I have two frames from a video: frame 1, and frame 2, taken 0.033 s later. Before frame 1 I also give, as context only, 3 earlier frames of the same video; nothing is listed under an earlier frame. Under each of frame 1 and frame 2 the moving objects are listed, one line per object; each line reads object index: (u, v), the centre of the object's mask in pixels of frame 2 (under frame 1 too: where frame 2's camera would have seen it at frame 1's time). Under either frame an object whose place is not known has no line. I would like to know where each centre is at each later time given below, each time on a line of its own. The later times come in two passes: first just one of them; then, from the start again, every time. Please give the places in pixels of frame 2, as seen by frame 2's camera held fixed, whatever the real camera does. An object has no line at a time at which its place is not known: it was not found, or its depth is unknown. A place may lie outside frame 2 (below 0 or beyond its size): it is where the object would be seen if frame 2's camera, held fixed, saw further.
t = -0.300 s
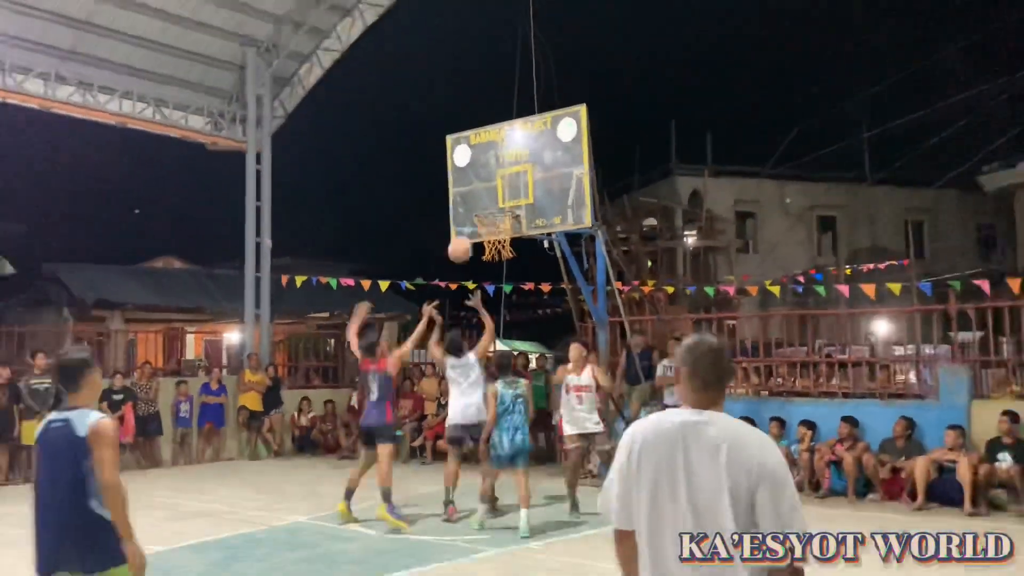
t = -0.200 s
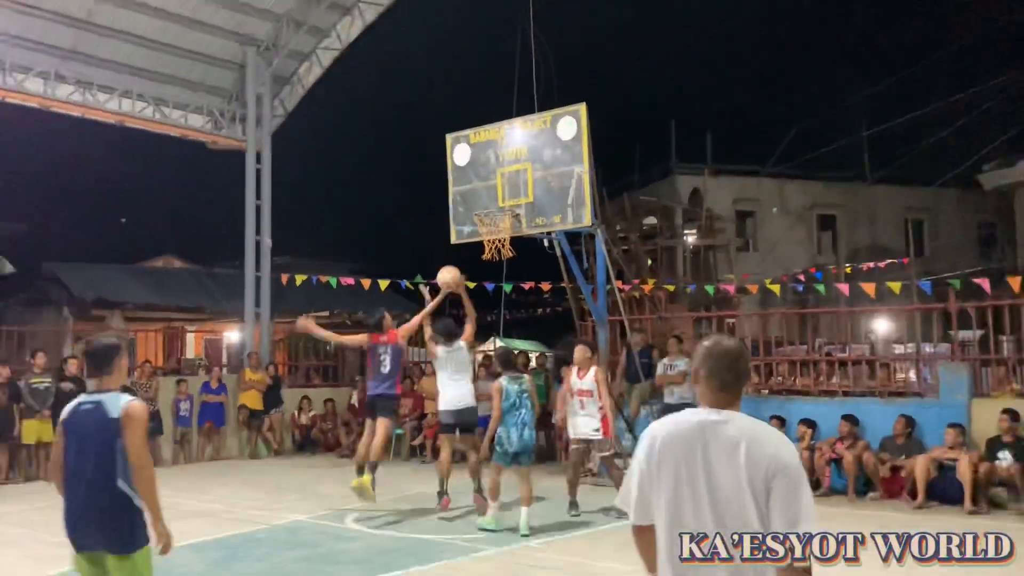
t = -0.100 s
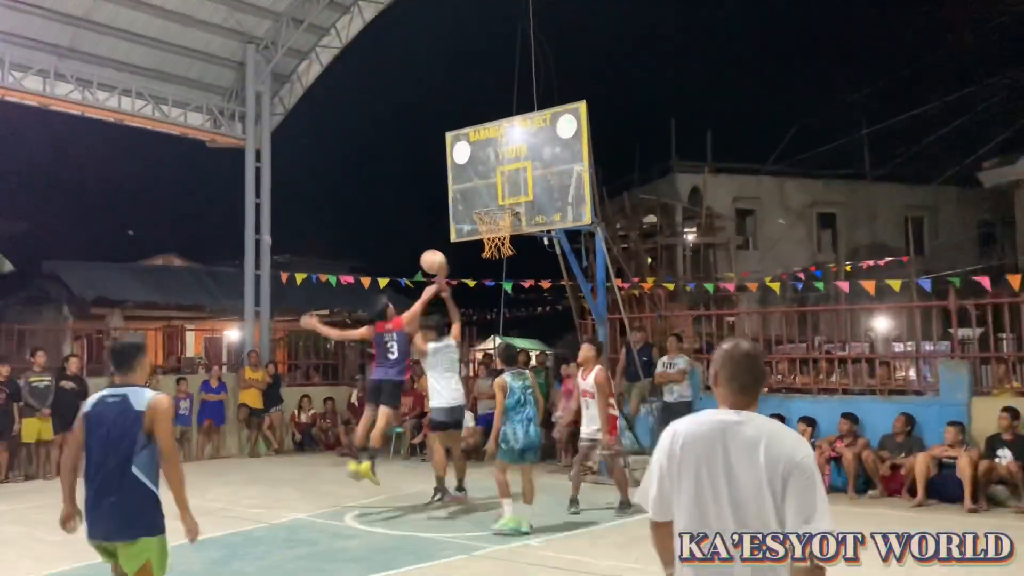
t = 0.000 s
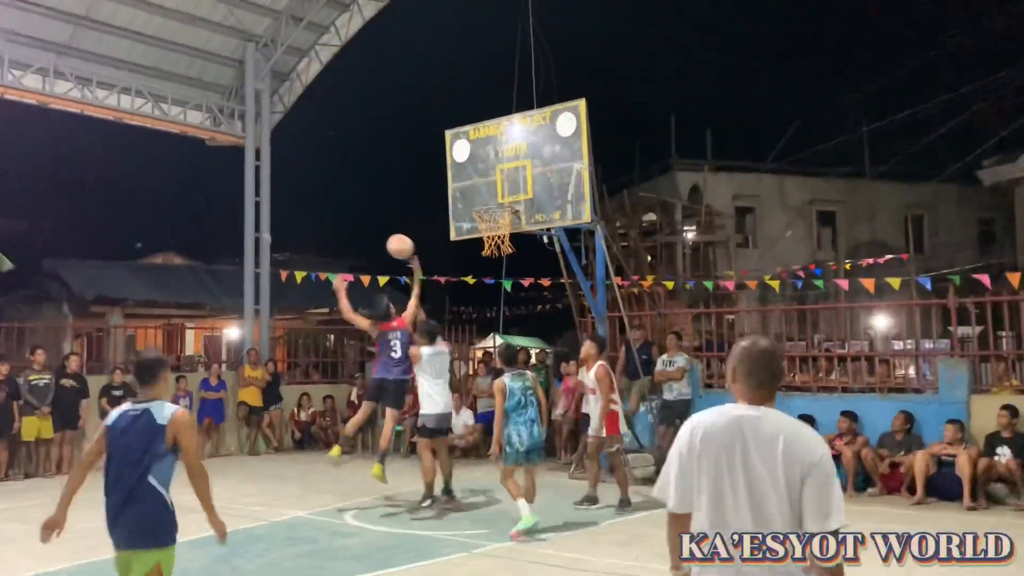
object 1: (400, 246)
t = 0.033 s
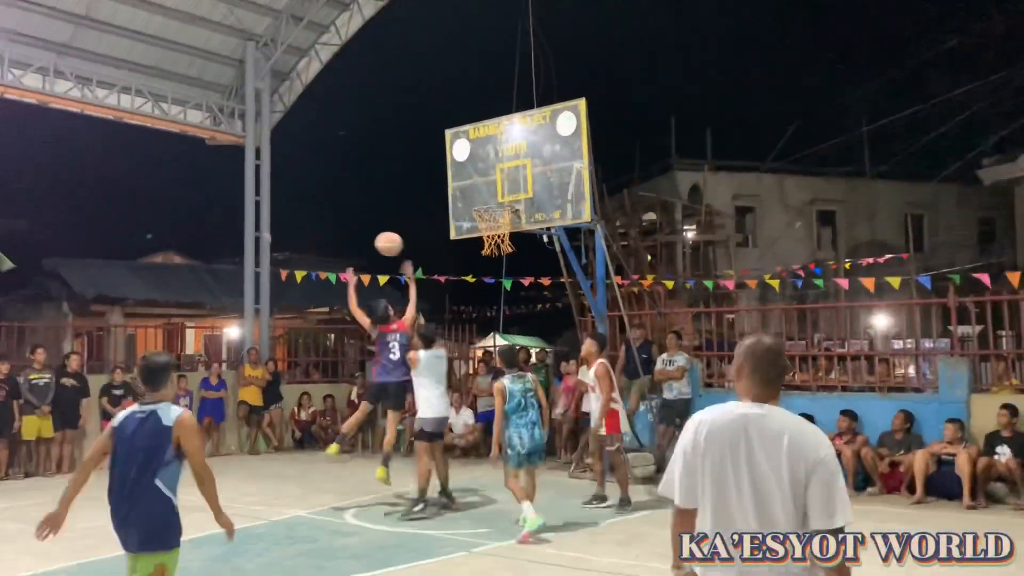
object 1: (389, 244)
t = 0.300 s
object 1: (299, 265)
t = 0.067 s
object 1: (377, 243)
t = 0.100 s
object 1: (366, 242)
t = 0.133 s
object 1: (355, 243)
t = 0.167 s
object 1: (344, 246)
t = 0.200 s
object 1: (332, 249)
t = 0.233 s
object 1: (321, 253)
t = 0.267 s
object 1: (310, 258)
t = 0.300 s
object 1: (299, 265)
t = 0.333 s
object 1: (288, 273)
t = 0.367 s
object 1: (277, 280)
